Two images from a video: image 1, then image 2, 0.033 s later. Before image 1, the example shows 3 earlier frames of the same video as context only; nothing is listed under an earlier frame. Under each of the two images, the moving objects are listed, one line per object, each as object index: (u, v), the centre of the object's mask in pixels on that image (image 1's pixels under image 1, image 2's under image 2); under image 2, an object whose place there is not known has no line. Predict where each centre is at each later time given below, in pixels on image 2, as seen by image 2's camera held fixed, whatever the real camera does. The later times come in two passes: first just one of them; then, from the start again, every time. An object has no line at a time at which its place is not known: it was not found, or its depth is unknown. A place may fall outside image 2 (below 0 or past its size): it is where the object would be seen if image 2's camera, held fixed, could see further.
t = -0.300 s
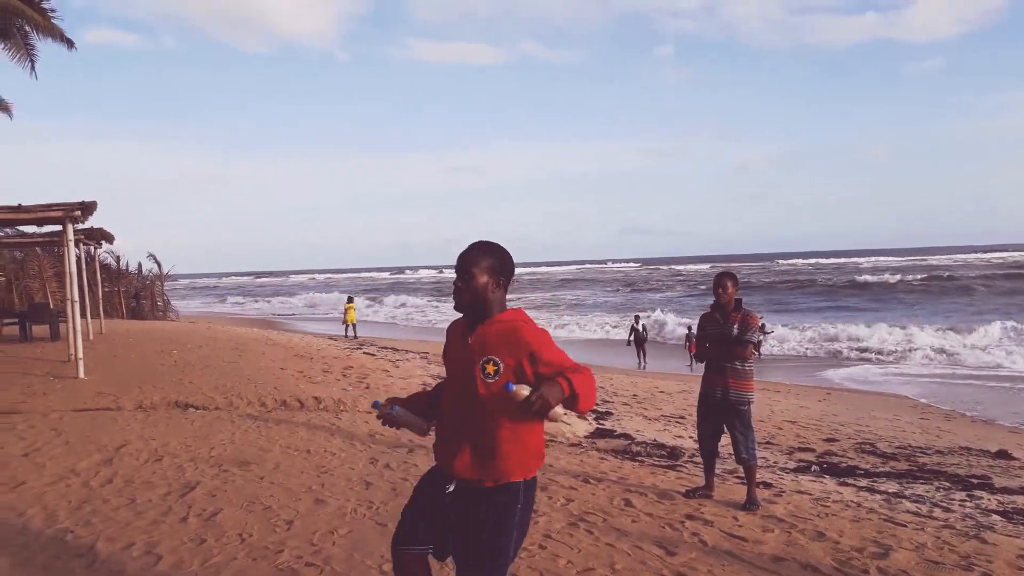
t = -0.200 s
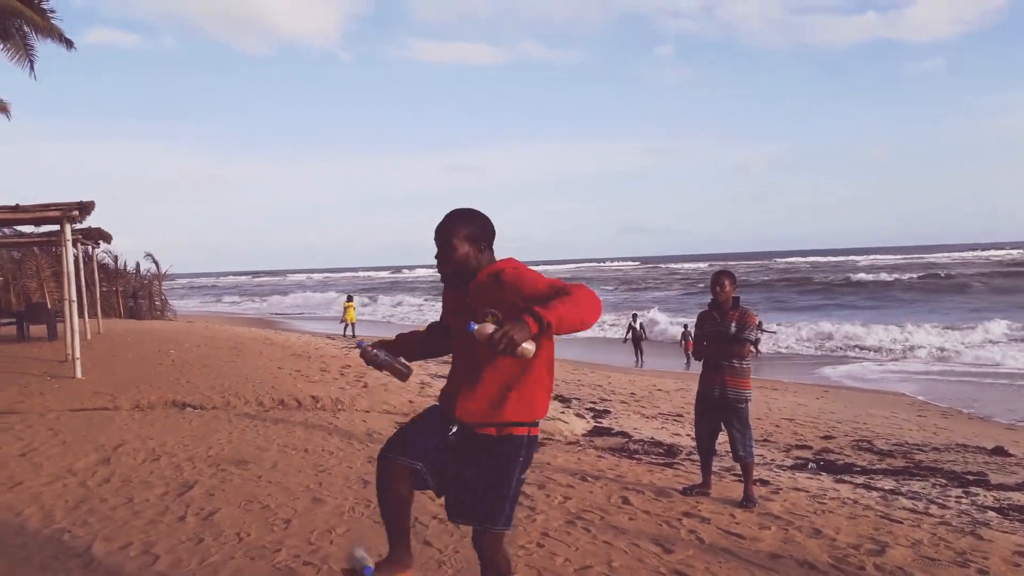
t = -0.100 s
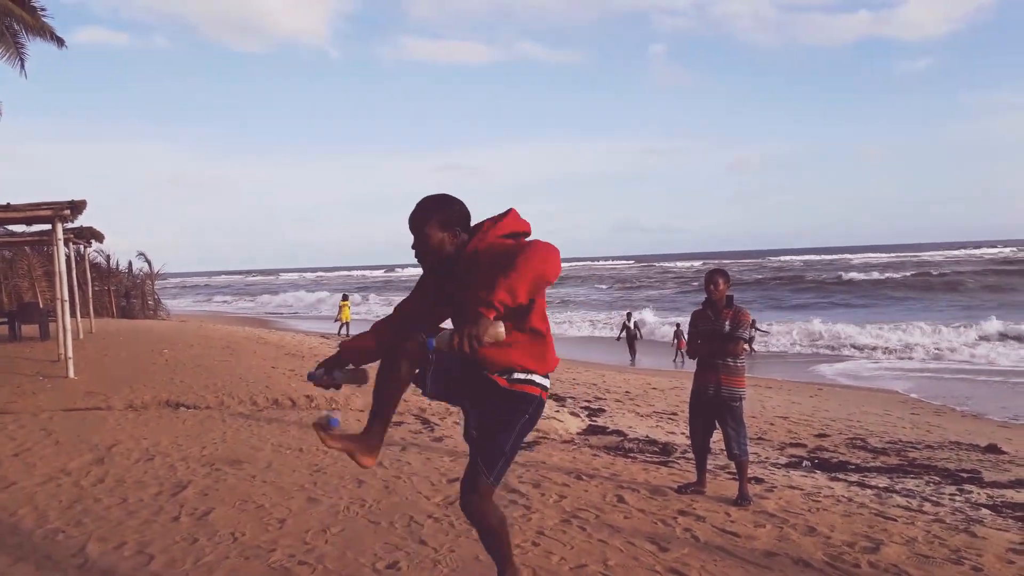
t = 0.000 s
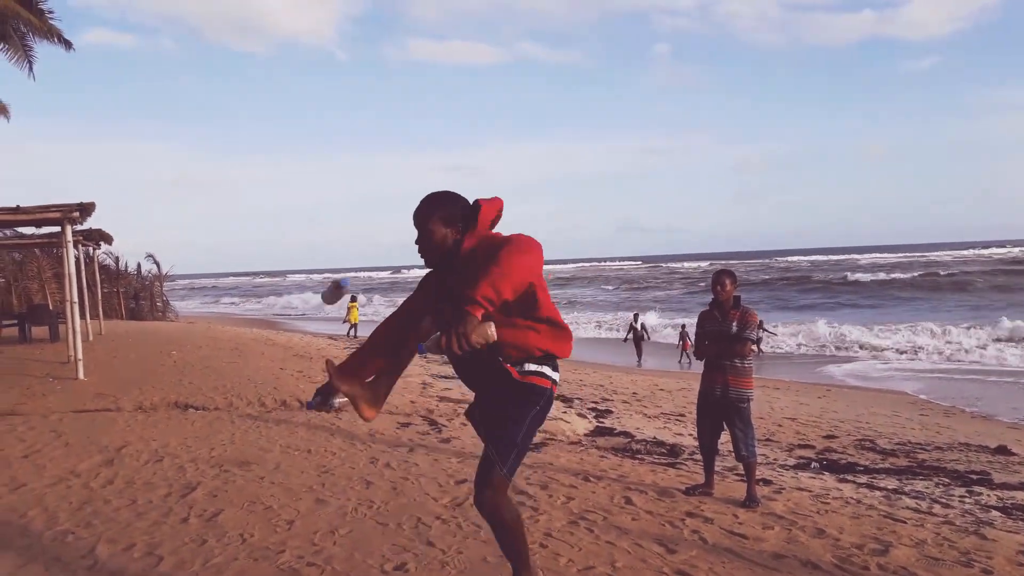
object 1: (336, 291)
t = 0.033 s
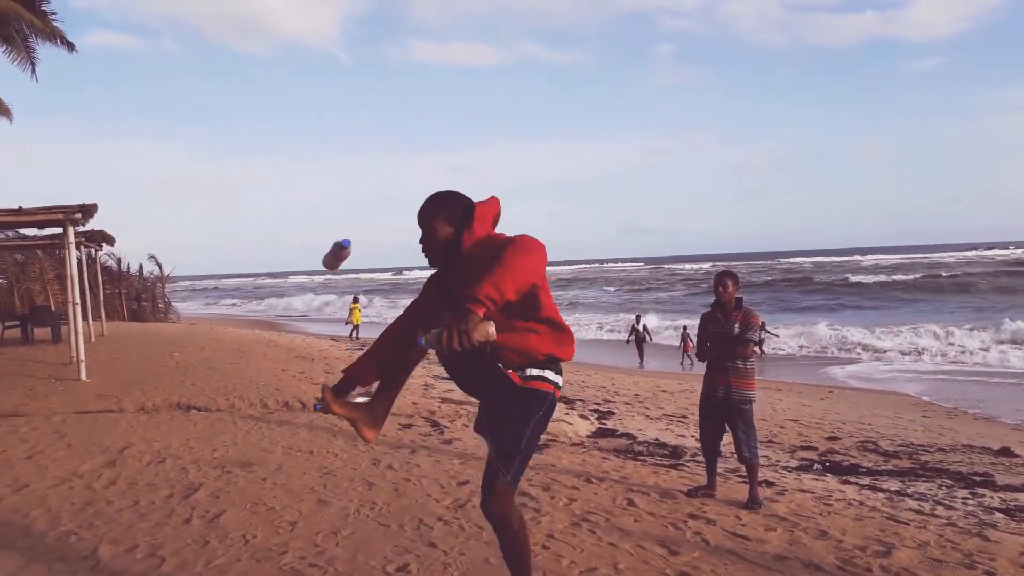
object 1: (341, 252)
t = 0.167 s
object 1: (344, 131)
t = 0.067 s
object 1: (342, 217)
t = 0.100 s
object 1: (343, 184)
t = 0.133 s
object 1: (343, 155)
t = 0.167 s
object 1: (344, 131)
